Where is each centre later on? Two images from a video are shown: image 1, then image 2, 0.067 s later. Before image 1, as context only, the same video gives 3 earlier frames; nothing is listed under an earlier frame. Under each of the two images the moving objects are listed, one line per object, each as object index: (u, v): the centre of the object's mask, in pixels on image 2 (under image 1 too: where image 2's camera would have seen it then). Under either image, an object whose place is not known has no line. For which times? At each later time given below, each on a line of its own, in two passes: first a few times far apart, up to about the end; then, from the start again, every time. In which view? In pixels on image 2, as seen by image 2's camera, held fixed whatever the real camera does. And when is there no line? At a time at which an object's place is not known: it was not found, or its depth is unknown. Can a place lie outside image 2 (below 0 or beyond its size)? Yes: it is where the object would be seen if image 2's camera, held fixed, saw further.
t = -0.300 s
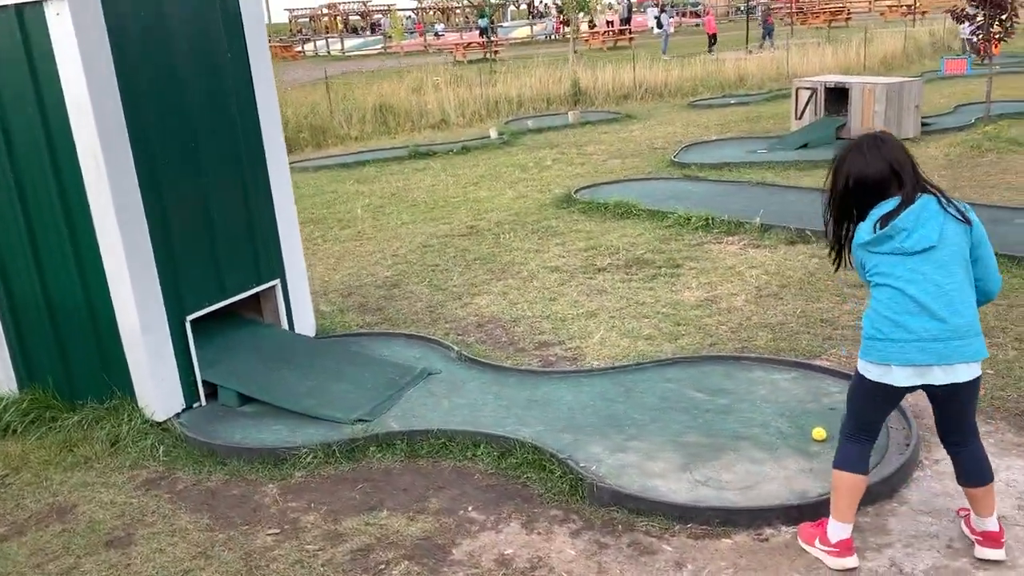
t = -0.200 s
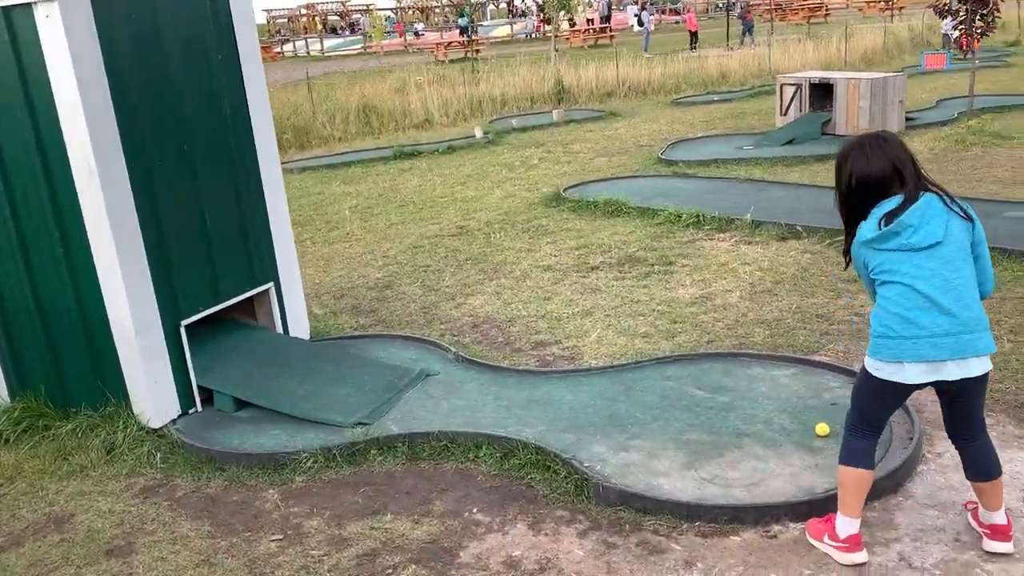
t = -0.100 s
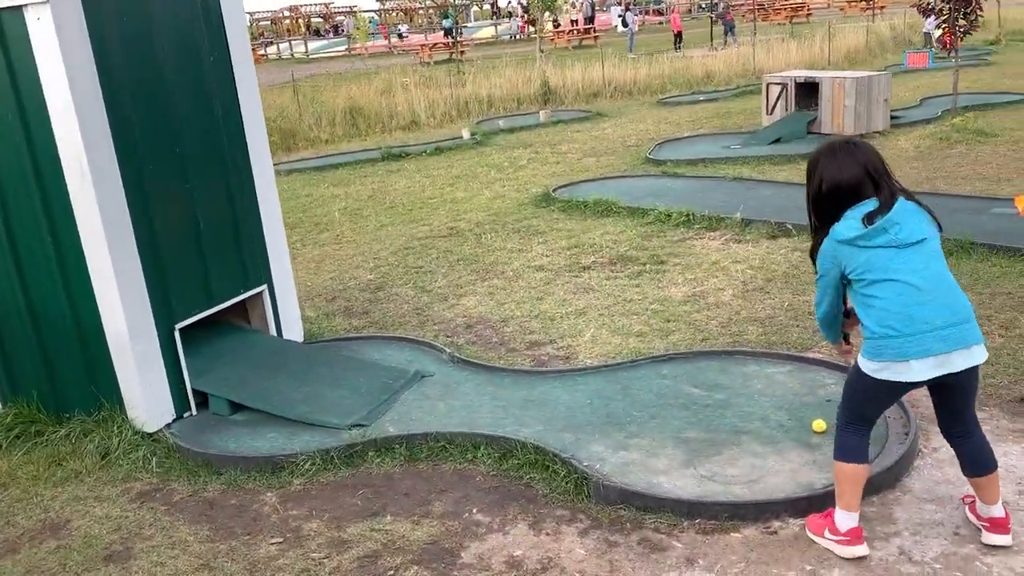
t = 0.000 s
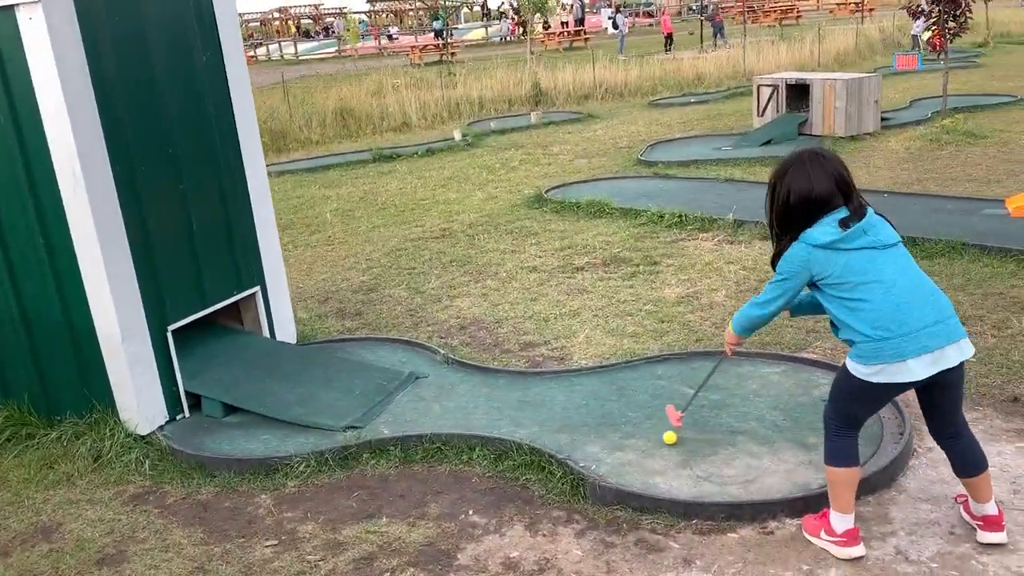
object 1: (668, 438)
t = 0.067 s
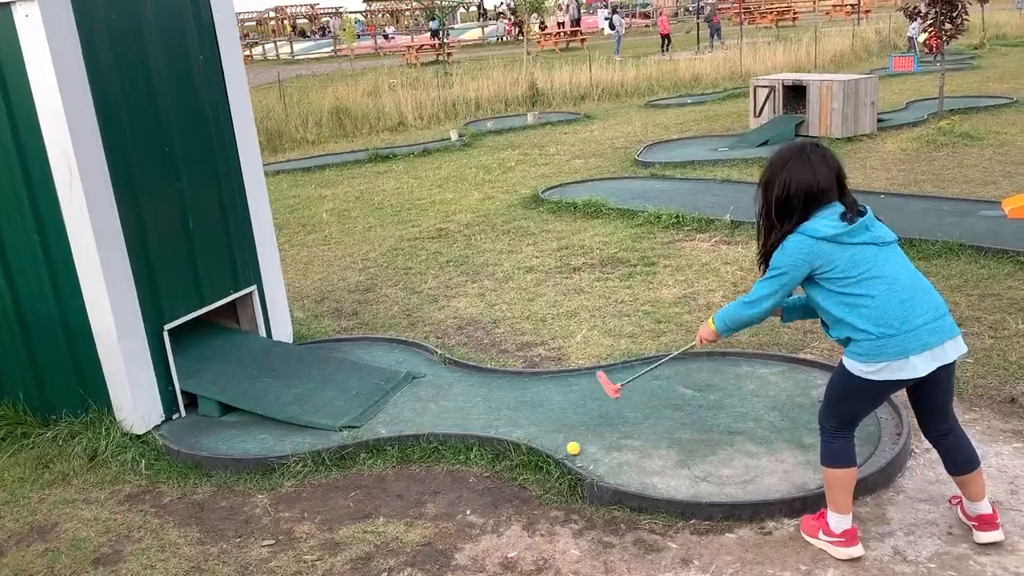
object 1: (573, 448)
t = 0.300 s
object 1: (456, 408)
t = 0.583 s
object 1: (356, 363)
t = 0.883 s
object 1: (343, 353)
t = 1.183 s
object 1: (334, 347)
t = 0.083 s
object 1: (555, 446)
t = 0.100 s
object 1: (548, 436)
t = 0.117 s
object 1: (541, 429)
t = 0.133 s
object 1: (536, 426)
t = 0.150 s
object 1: (531, 425)
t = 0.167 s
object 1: (525, 428)
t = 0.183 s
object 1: (516, 423)
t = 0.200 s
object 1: (506, 420)
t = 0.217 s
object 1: (498, 420)
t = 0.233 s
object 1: (489, 417)
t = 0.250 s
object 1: (481, 415)
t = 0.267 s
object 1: (473, 412)
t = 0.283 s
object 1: (464, 410)
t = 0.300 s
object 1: (456, 408)
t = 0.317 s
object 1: (448, 405)
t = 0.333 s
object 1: (441, 403)
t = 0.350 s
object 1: (433, 400)
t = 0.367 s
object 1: (426, 398)
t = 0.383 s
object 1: (418, 396)
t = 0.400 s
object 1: (411, 394)
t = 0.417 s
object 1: (404, 392)
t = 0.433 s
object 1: (397, 389)
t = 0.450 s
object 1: (391, 384)
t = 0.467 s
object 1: (385, 380)
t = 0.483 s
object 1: (380, 377)
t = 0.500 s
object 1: (376, 375)
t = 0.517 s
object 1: (371, 372)
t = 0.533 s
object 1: (367, 370)
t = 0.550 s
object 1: (363, 368)
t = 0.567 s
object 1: (360, 365)
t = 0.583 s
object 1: (356, 363)
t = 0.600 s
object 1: (353, 361)
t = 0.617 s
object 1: (351, 359)
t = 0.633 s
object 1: (348, 358)
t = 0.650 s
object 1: (345, 356)
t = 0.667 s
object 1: (344, 355)
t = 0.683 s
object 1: (342, 353)
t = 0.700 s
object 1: (341, 352)
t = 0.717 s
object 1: (341, 351)
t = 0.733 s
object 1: (340, 351)
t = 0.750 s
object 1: (341, 352)
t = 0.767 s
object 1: (341, 354)
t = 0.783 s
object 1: (343, 356)
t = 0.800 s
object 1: (342, 355)
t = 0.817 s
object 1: (342, 355)
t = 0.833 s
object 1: (342, 355)
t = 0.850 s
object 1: (342, 354)
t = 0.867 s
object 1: (342, 353)
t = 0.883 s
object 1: (343, 353)
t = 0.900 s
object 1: (342, 353)
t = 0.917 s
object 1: (343, 352)
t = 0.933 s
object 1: (343, 351)
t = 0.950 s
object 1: (343, 351)
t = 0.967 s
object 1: (343, 350)
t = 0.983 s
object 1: (343, 349)
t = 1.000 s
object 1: (343, 349)
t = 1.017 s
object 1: (343, 348)
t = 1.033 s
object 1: (343, 347)
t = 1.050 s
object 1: (342, 347)
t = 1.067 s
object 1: (342, 346)
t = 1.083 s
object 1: (341, 346)
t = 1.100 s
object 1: (340, 346)
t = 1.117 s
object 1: (339, 346)
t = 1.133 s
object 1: (338, 346)
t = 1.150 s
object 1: (337, 346)
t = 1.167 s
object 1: (335, 346)
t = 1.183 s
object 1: (334, 347)
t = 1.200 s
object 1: (333, 347)
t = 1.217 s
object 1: (332, 347)
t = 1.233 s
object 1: (331, 347)
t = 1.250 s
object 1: (330, 347)
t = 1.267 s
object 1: (329, 347)
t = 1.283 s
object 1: (328, 347)
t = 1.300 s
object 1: (328, 347)
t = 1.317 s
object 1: (328, 347)
